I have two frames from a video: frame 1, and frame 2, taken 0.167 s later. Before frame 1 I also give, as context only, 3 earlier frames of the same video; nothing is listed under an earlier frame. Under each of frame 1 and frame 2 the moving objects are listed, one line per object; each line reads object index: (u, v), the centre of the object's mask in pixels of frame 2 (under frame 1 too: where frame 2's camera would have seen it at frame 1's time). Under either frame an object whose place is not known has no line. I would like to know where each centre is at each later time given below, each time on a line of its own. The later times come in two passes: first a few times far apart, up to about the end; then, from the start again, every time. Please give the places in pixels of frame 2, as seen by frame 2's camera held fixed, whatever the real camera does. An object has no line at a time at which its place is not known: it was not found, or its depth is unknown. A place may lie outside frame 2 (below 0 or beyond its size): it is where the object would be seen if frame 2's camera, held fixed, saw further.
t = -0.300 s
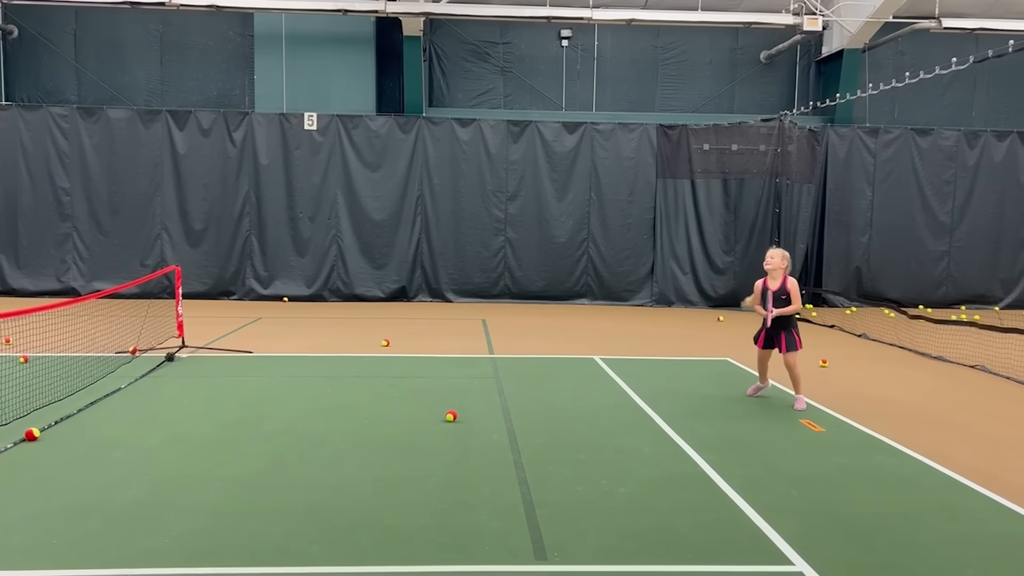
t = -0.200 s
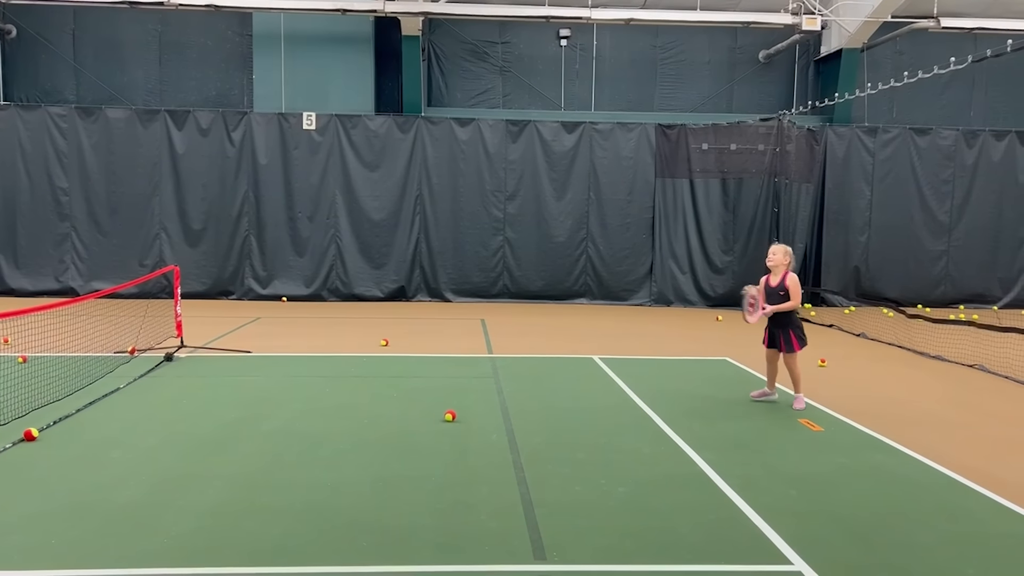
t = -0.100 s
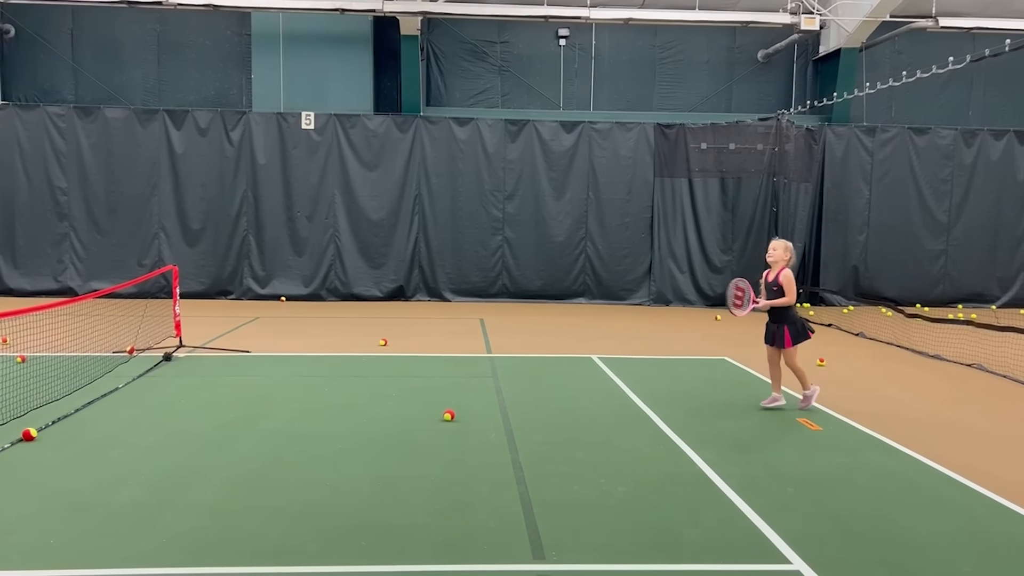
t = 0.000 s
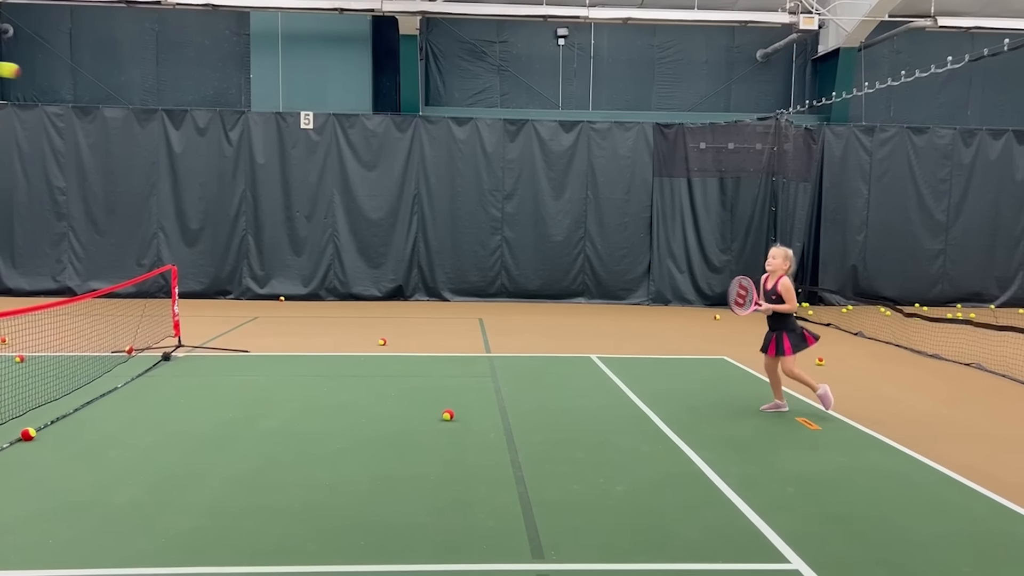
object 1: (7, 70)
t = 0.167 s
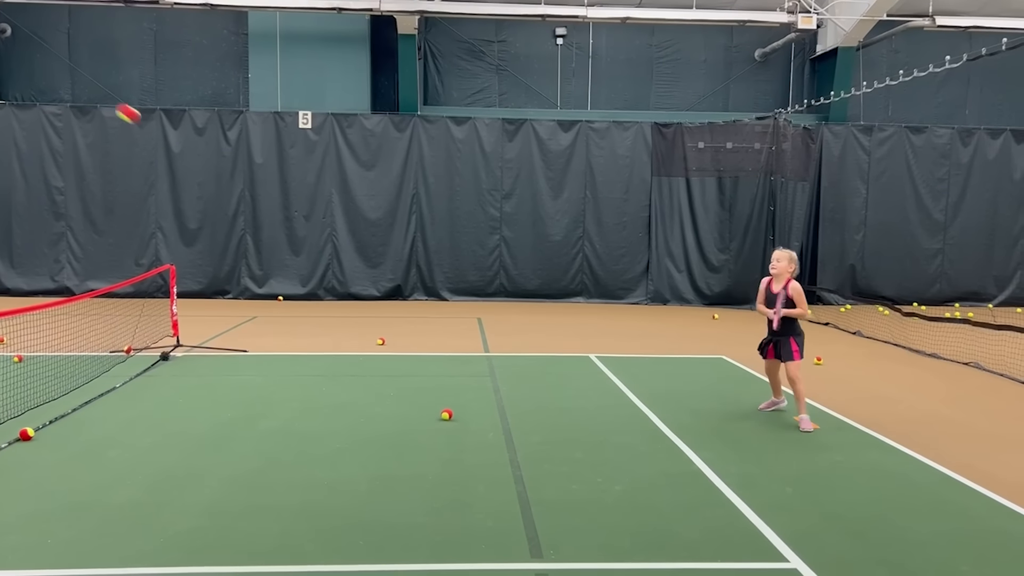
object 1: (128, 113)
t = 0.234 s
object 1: (176, 145)
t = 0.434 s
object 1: (317, 287)
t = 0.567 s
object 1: (407, 415)
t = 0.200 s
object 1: (152, 128)
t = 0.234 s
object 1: (176, 145)
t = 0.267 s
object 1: (201, 164)
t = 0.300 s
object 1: (224, 185)
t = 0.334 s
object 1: (248, 208)
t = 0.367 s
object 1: (271, 232)
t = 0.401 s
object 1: (294, 259)
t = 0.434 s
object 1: (317, 287)
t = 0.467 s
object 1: (339, 317)
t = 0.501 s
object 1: (363, 348)
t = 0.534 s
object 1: (385, 381)
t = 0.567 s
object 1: (407, 415)
